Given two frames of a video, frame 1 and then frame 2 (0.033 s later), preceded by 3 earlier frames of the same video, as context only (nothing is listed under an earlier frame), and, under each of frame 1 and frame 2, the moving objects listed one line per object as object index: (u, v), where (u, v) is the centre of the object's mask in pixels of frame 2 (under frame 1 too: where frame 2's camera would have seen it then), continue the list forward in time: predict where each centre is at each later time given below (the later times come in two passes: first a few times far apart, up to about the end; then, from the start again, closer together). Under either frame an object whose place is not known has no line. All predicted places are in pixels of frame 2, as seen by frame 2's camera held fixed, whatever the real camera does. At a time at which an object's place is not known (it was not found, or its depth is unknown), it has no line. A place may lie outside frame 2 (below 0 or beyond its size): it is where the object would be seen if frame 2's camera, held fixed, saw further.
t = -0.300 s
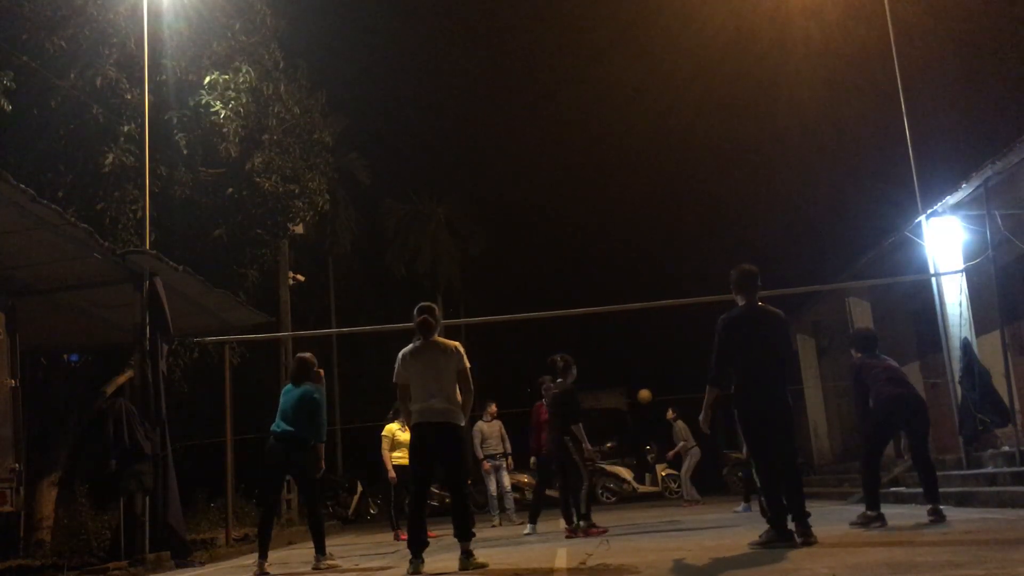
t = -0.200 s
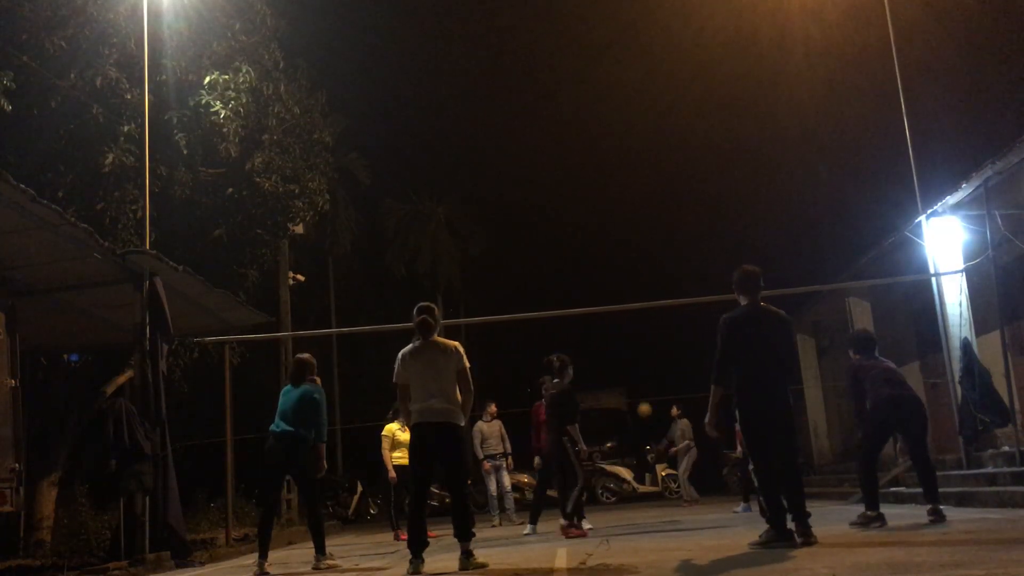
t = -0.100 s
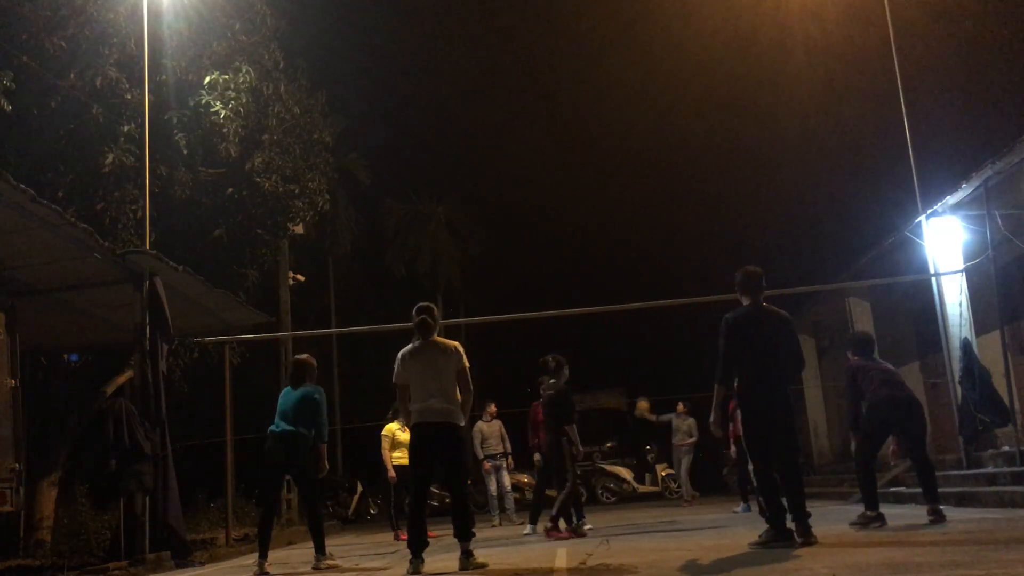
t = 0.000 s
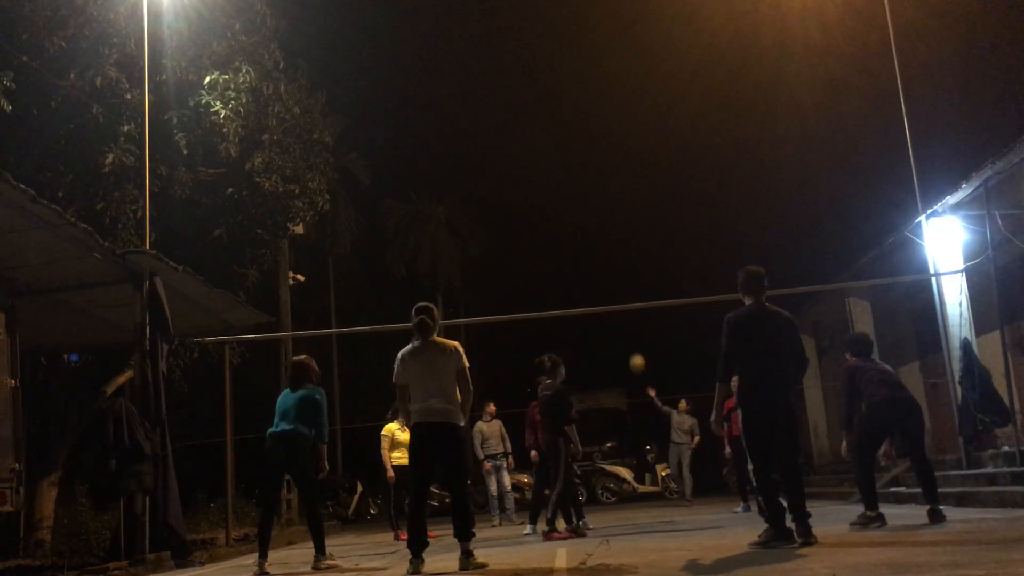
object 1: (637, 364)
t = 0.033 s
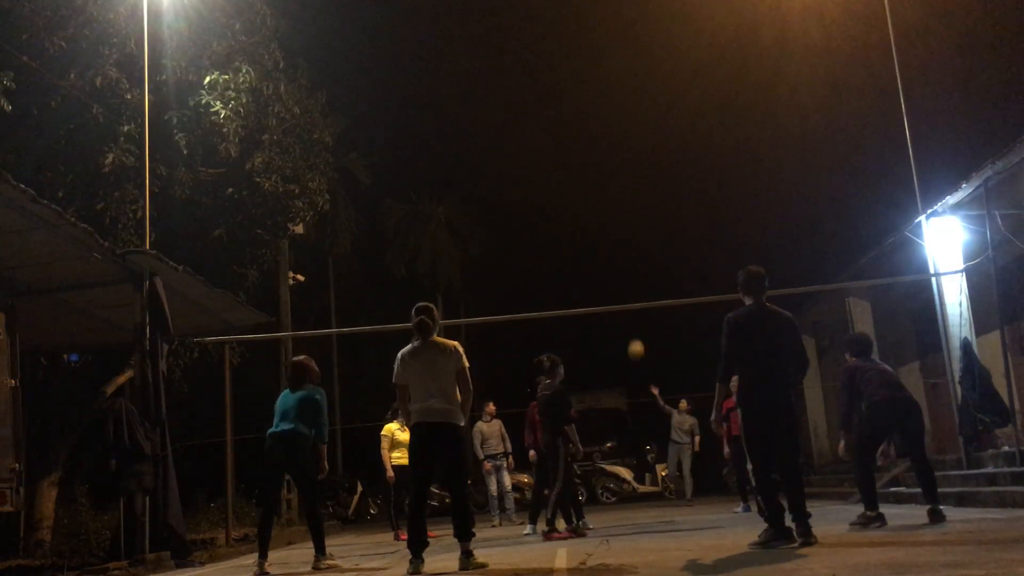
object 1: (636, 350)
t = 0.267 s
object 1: (629, 261)
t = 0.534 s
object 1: (626, 190)
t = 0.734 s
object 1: (631, 176)
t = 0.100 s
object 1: (634, 322)
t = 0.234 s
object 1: (630, 272)
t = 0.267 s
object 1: (629, 261)
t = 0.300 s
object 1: (628, 249)
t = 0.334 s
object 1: (627, 239)
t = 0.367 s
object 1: (626, 229)
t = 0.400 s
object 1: (626, 219)
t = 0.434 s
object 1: (626, 211)
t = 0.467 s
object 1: (625, 203)
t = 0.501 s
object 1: (626, 195)
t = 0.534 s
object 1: (626, 190)
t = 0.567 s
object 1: (626, 184)
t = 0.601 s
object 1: (627, 180)
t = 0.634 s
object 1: (627, 178)
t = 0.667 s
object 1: (629, 176)
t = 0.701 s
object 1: (630, 175)
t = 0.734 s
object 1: (631, 176)
